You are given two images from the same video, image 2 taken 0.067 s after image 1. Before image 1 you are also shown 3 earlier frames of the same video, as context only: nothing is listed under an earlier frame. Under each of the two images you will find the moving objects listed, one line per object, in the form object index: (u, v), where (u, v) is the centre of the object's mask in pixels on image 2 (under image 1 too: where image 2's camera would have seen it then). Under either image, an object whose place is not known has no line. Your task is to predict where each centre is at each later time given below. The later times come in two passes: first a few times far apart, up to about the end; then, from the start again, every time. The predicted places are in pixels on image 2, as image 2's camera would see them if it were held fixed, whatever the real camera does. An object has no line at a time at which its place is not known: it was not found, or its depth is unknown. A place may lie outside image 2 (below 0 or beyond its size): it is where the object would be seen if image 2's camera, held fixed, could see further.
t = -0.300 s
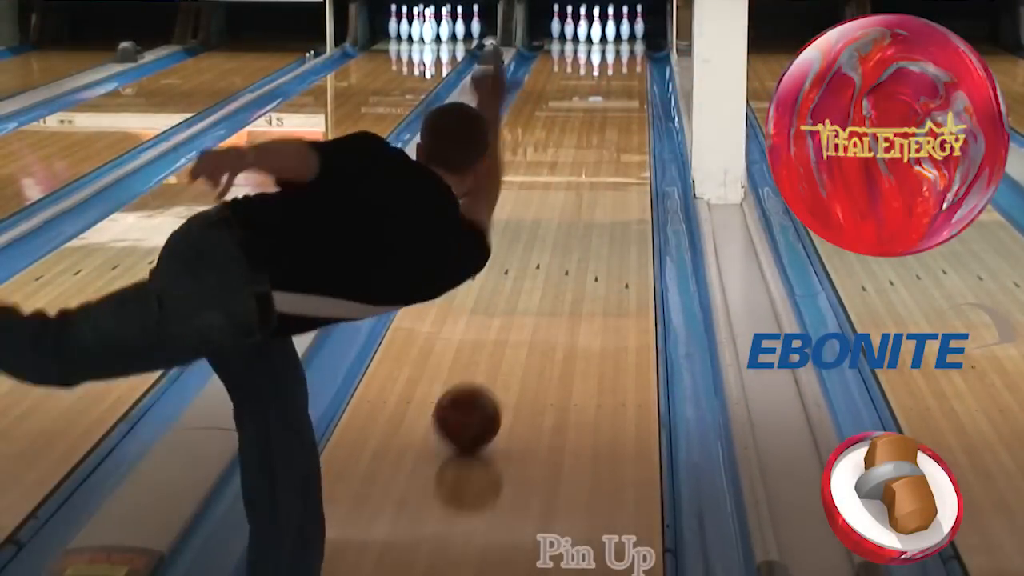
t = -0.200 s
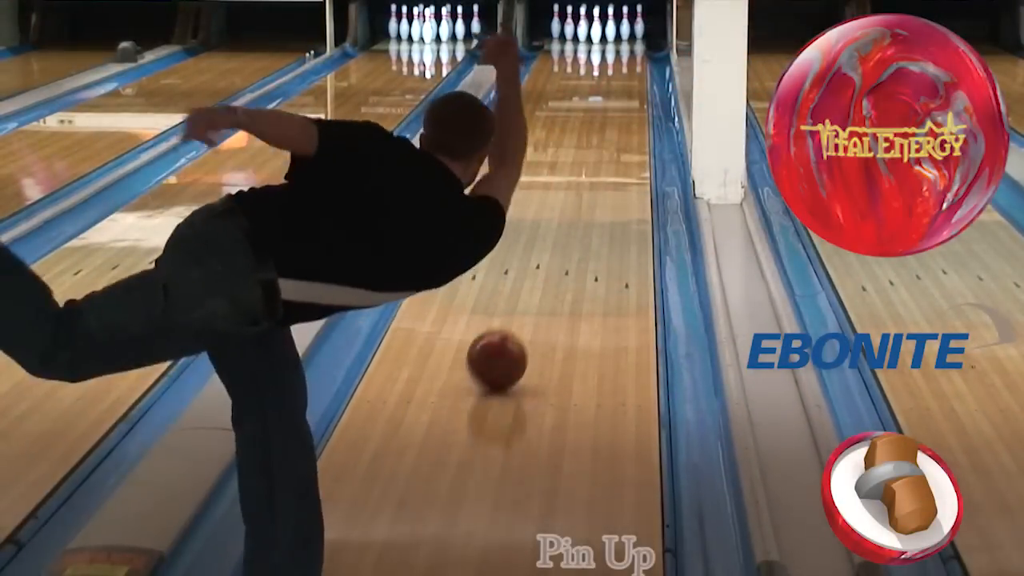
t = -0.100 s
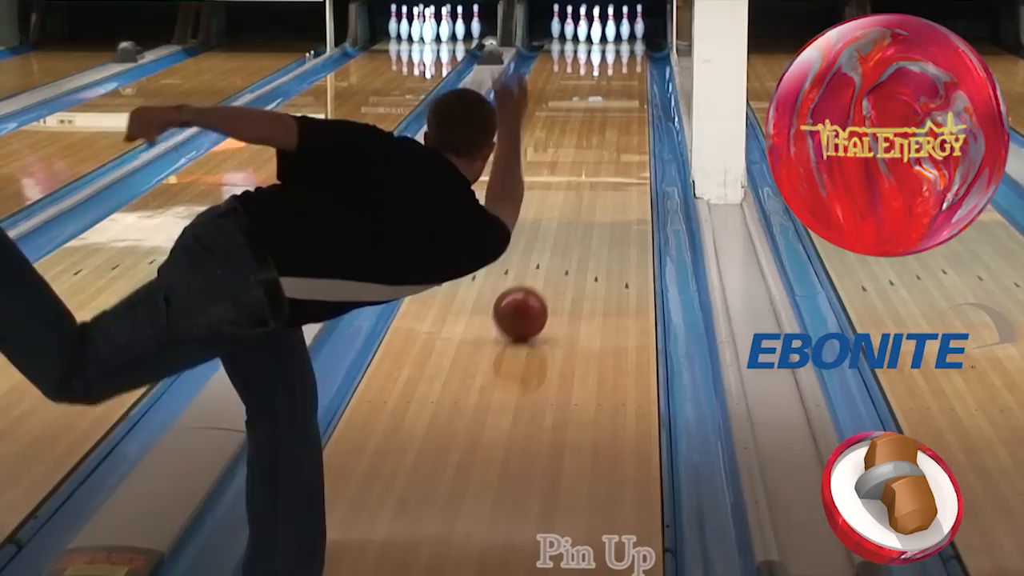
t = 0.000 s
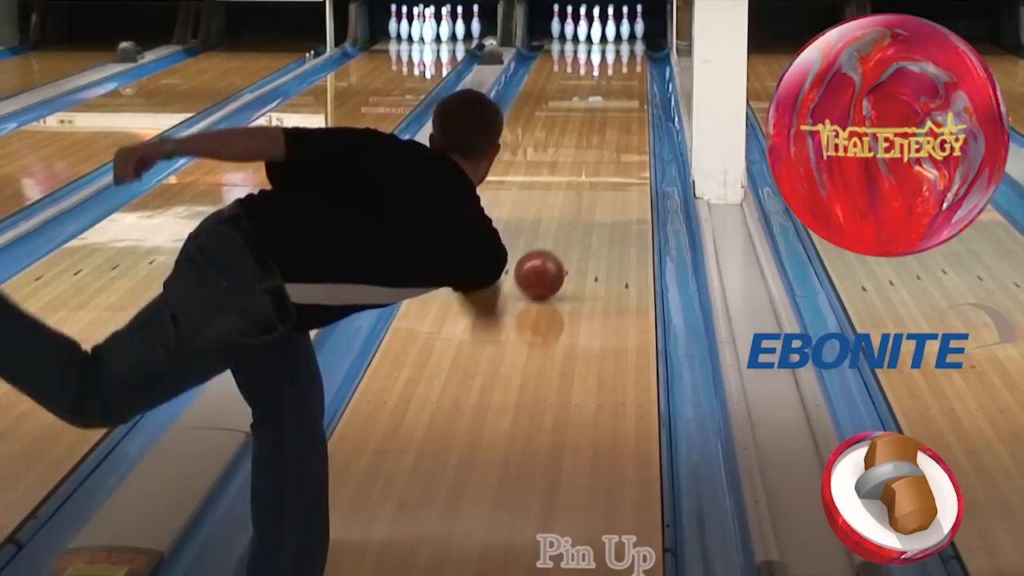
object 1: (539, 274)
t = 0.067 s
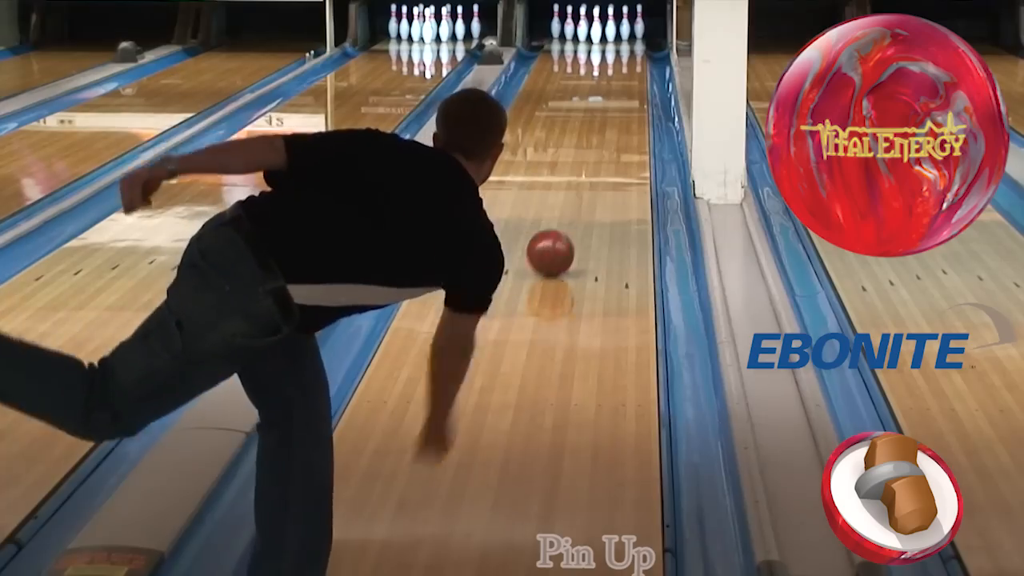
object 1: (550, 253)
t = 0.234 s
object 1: (572, 208)
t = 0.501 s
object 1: (597, 154)
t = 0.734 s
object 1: (611, 119)
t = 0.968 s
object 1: (620, 93)
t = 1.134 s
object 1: (624, 79)
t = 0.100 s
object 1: (555, 243)
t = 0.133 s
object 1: (560, 233)
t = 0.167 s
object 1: (564, 225)
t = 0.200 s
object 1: (568, 216)
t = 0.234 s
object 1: (572, 208)
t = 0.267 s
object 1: (576, 200)
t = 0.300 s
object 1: (580, 193)
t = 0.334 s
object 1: (583, 186)
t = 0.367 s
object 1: (586, 179)
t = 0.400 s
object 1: (589, 172)
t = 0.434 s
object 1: (592, 166)
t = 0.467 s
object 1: (595, 160)
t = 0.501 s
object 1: (597, 154)
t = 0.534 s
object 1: (600, 149)
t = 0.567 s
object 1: (602, 143)
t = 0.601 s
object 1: (604, 138)
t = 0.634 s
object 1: (606, 133)
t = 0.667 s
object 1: (607, 129)
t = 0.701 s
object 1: (609, 124)
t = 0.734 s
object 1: (611, 119)
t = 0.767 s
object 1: (613, 115)
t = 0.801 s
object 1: (614, 112)
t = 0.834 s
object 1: (616, 107)
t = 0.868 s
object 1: (617, 104)
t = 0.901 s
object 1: (618, 100)
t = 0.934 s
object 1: (619, 97)
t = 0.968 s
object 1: (620, 93)
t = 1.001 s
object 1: (621, 89)
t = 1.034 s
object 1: (622, 87)
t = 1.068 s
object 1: (623, 84)
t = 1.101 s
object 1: (623, 81)
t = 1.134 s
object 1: (624, 79)
